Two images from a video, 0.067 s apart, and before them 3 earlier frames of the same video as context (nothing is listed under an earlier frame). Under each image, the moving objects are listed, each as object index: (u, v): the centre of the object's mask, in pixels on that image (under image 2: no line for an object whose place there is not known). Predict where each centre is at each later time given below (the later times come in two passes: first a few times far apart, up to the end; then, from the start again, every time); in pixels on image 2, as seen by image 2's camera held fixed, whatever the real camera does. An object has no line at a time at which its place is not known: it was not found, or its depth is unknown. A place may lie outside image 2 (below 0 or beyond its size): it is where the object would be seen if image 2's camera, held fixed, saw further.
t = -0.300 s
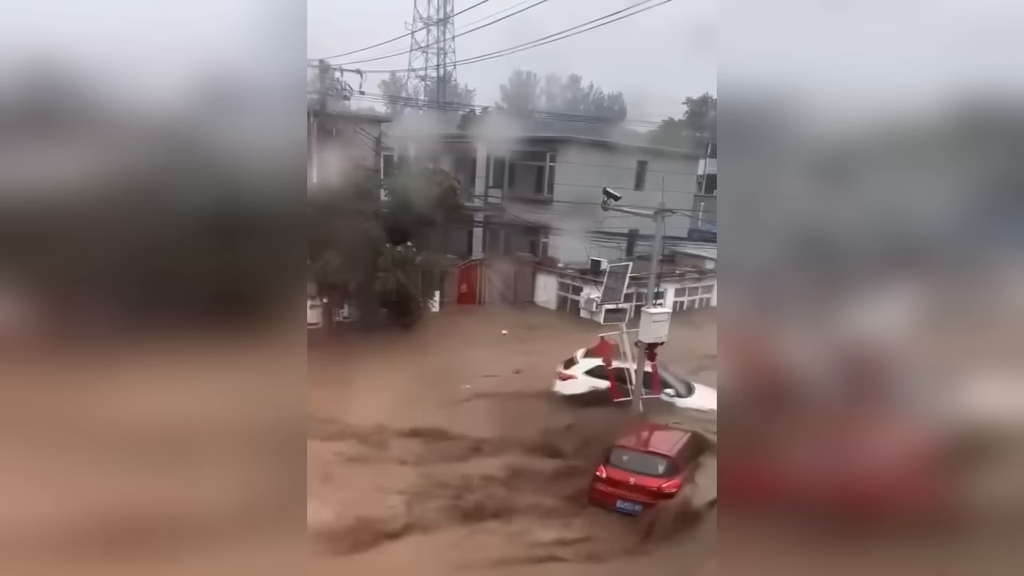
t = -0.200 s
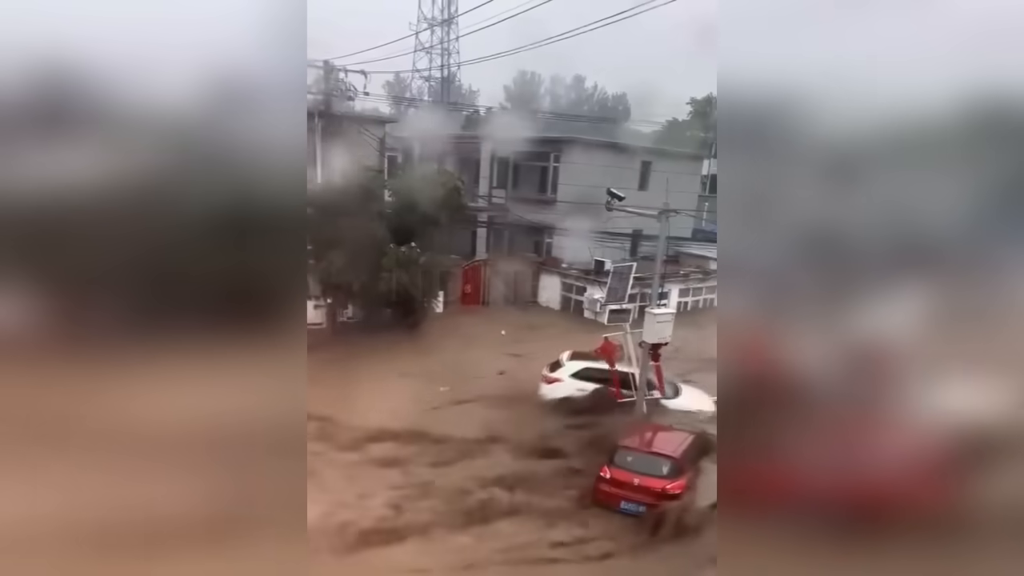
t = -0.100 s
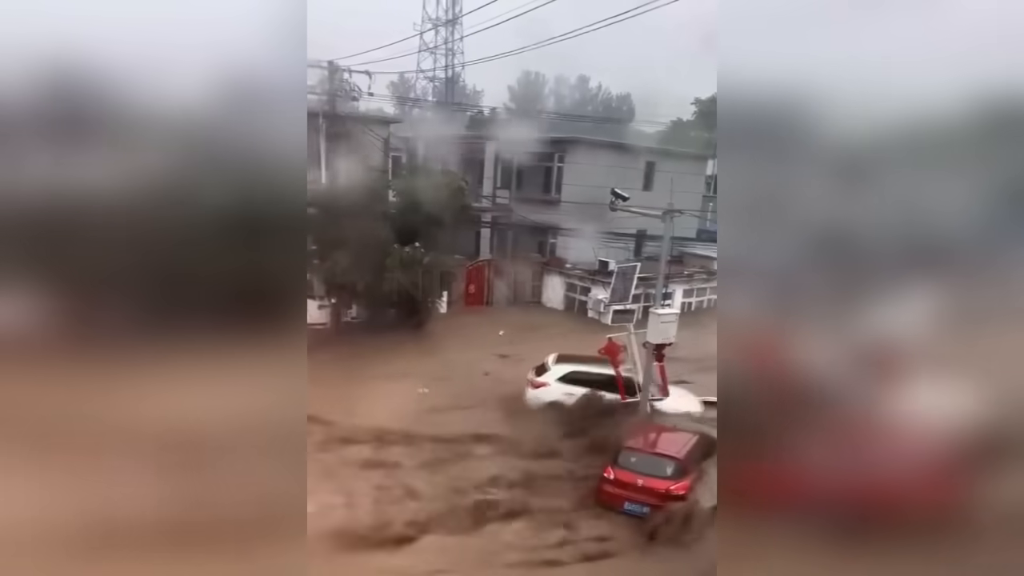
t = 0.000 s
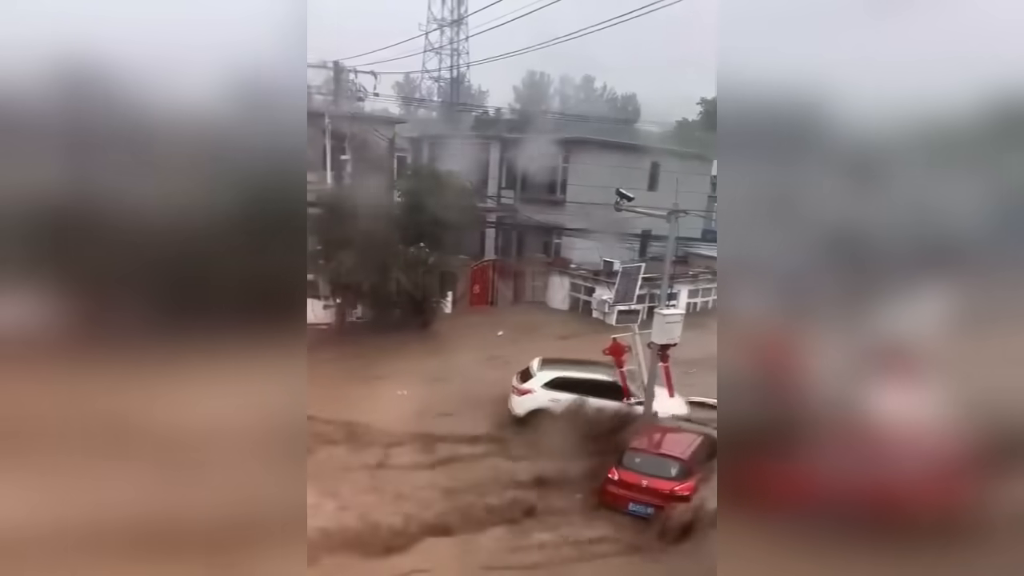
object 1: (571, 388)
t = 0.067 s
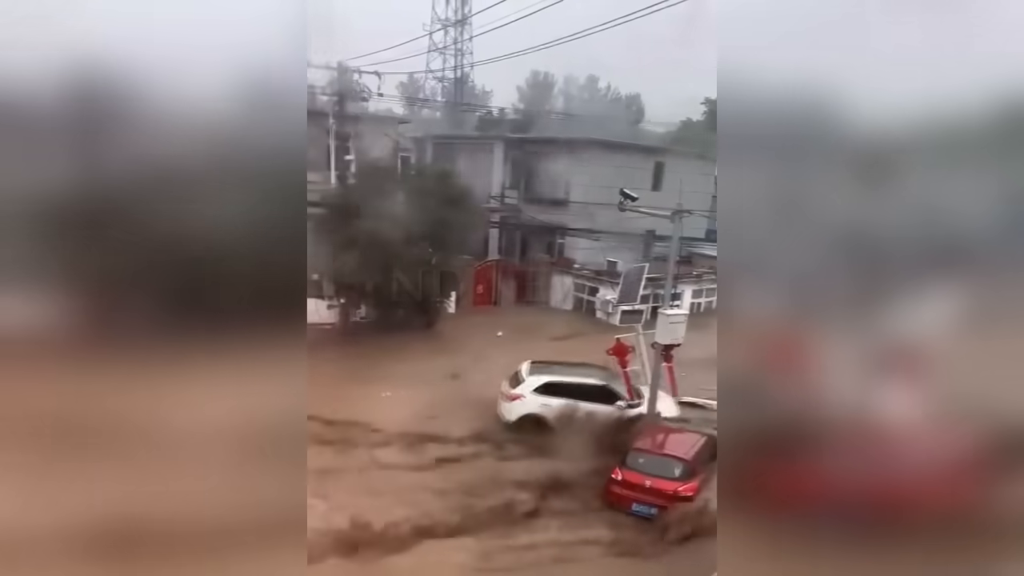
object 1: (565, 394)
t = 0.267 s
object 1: (534, 406)
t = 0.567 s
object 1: (471, 413)
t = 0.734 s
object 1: (411, 417)
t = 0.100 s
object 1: (561, 398)
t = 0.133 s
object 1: (556, 400)
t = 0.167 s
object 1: (551, 403)
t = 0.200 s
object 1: (547, 405)
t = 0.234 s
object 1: (539, 406)
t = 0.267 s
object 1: (534, 406)
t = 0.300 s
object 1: (528, 408)
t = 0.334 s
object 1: (522, 408)
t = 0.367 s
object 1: (517, 410)
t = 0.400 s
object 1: (513, 412)
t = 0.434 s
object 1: (506, 412)
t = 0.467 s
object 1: (496, 413)
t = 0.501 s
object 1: (489, 412)
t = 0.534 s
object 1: (479, 413)
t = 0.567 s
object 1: (471, 413)
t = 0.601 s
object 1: (458, 413)
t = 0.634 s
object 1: (448, 413)
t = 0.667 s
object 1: (434, 414)
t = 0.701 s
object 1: (424, 414)
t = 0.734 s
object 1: (411, 417)
